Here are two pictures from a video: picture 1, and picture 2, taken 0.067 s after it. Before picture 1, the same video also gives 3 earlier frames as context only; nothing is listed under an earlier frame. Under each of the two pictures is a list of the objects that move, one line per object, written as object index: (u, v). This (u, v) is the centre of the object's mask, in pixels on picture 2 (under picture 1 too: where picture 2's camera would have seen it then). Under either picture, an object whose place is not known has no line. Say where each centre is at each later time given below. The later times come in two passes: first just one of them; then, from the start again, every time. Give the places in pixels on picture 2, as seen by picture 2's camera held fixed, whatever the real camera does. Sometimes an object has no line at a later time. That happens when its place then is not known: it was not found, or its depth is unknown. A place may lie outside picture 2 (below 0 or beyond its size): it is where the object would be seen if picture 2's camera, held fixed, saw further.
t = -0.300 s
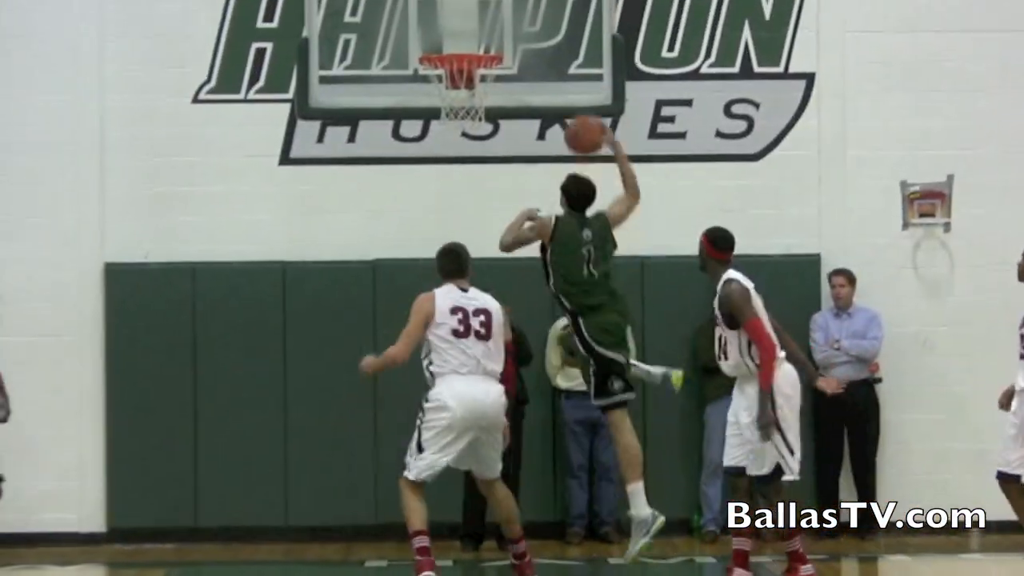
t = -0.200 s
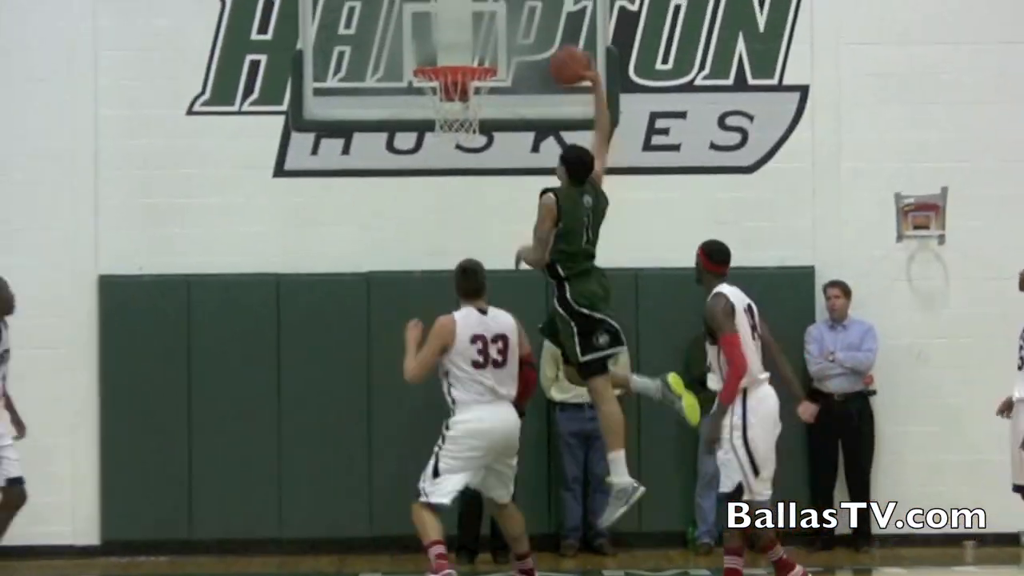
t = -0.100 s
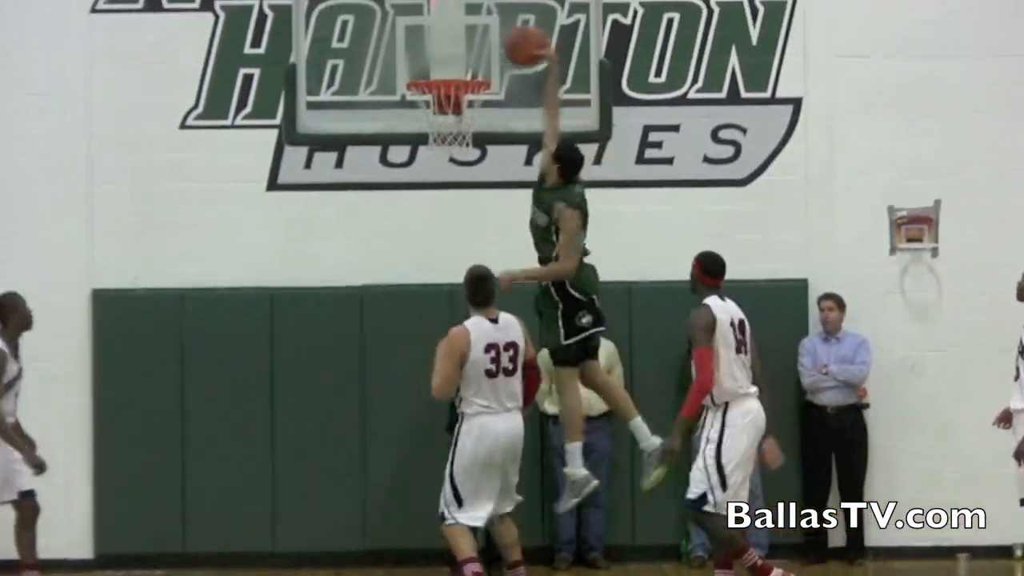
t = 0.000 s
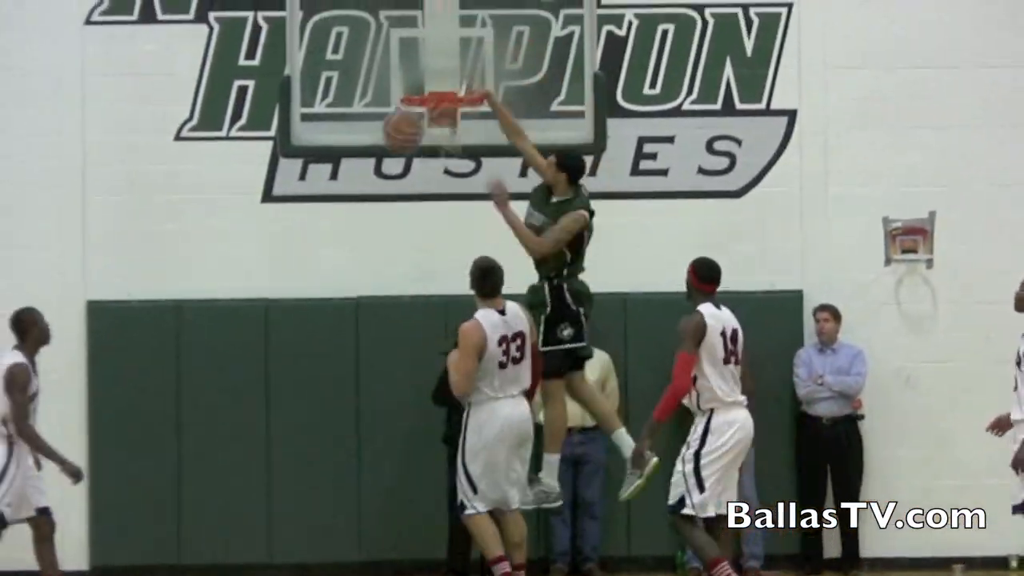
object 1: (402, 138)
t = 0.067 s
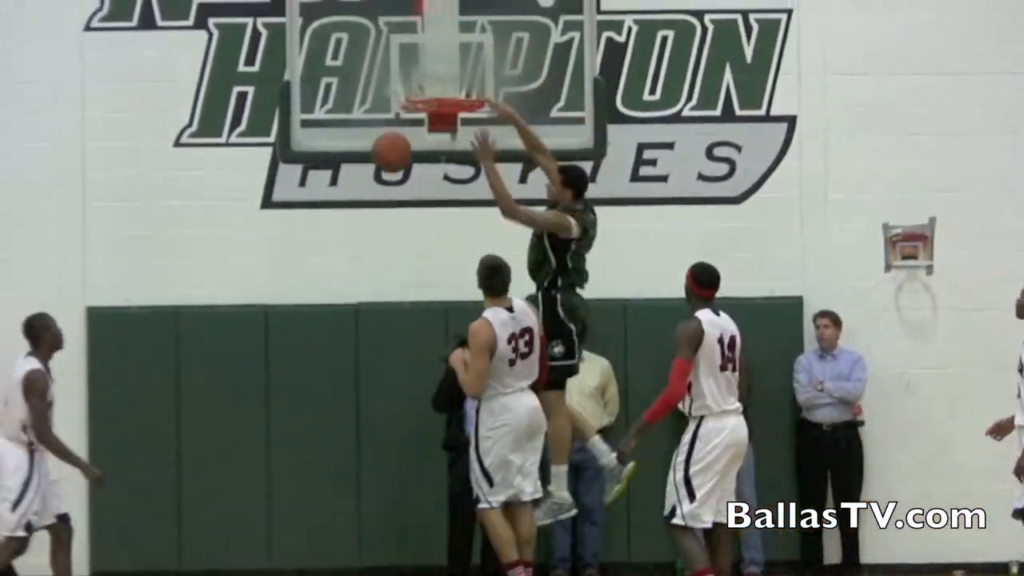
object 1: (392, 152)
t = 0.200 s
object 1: (370, 204)
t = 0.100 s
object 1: (387, 162)
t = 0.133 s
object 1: (380, 175)
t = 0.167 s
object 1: (375, 189)
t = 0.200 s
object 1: (370, 204)
